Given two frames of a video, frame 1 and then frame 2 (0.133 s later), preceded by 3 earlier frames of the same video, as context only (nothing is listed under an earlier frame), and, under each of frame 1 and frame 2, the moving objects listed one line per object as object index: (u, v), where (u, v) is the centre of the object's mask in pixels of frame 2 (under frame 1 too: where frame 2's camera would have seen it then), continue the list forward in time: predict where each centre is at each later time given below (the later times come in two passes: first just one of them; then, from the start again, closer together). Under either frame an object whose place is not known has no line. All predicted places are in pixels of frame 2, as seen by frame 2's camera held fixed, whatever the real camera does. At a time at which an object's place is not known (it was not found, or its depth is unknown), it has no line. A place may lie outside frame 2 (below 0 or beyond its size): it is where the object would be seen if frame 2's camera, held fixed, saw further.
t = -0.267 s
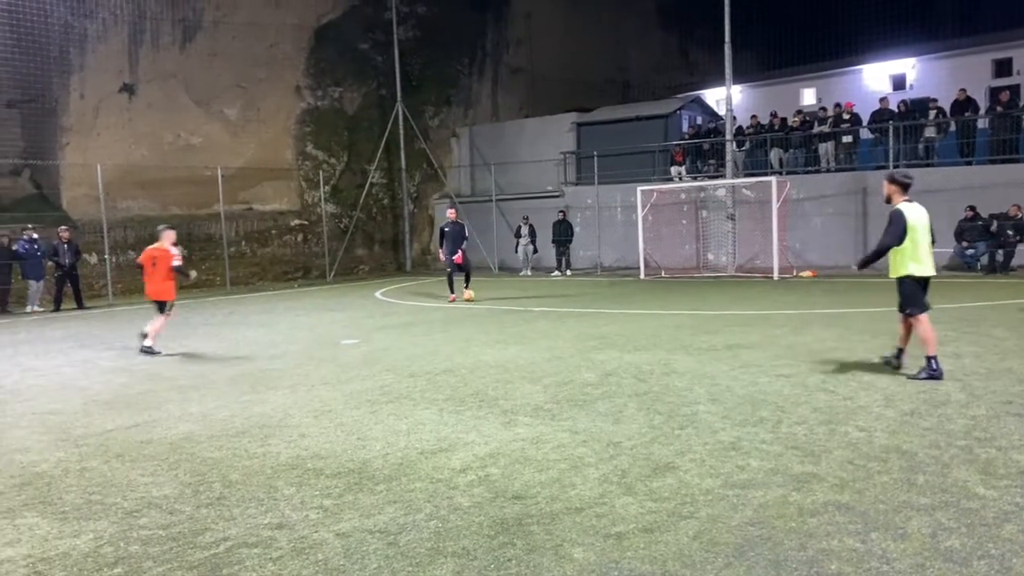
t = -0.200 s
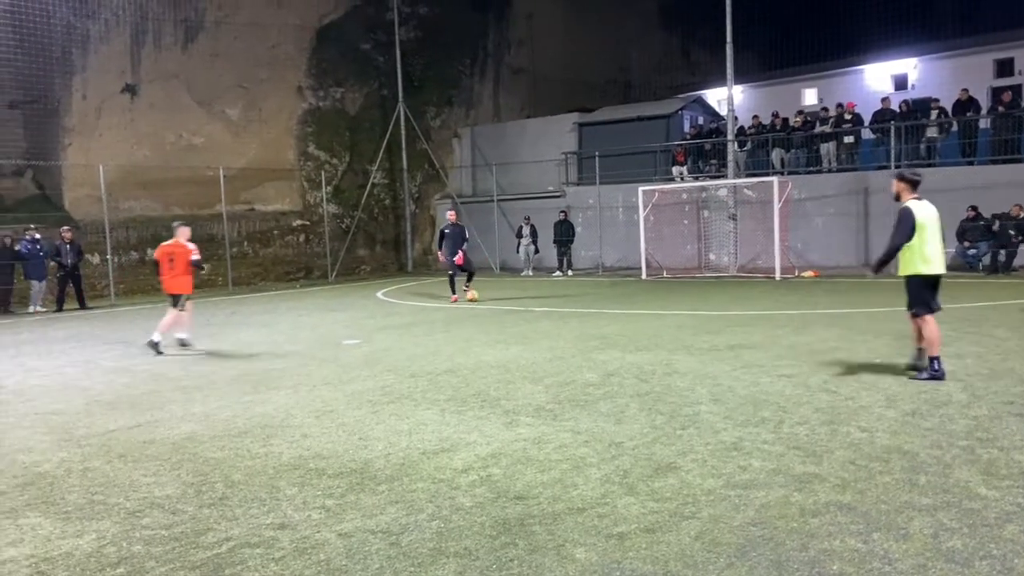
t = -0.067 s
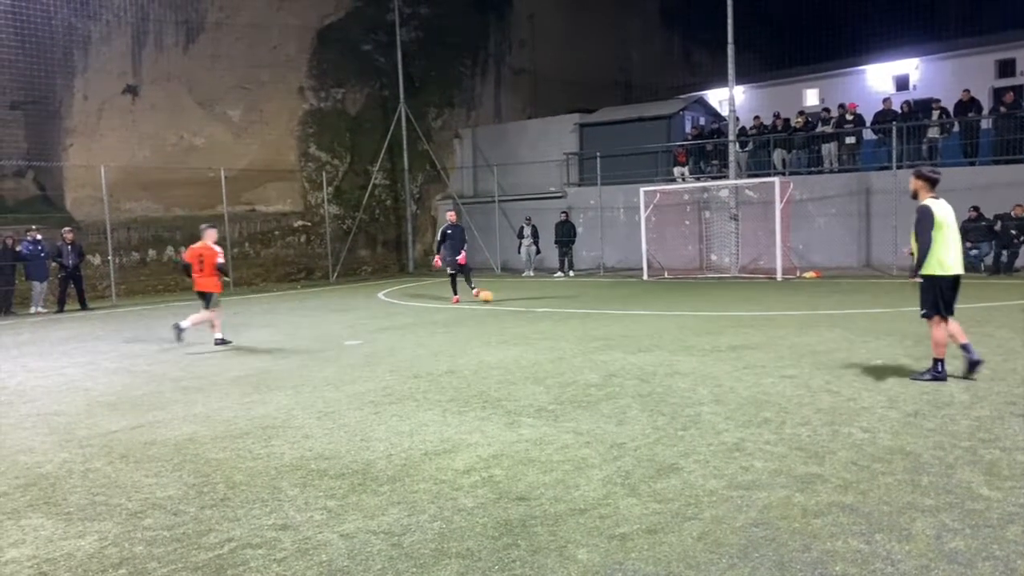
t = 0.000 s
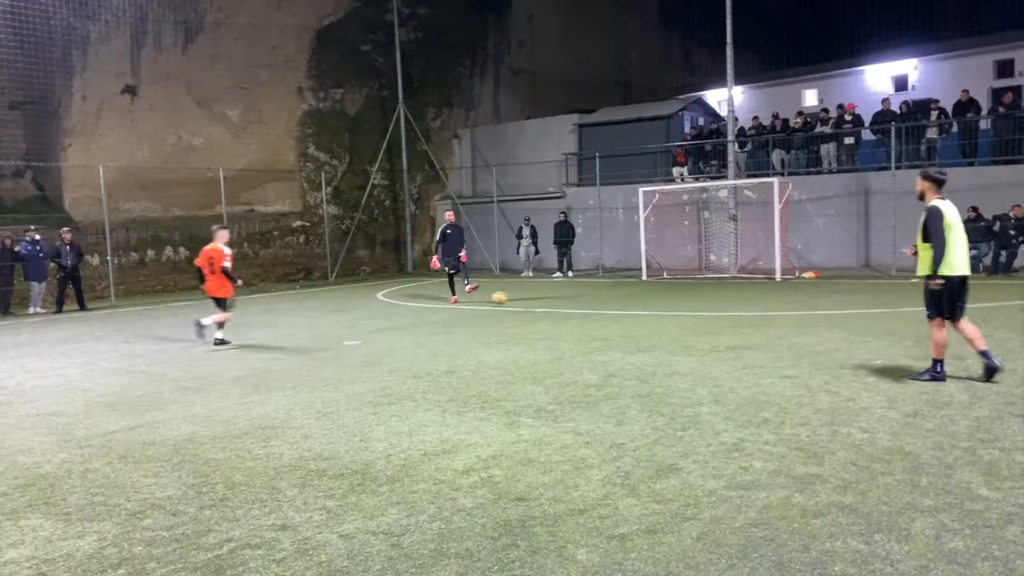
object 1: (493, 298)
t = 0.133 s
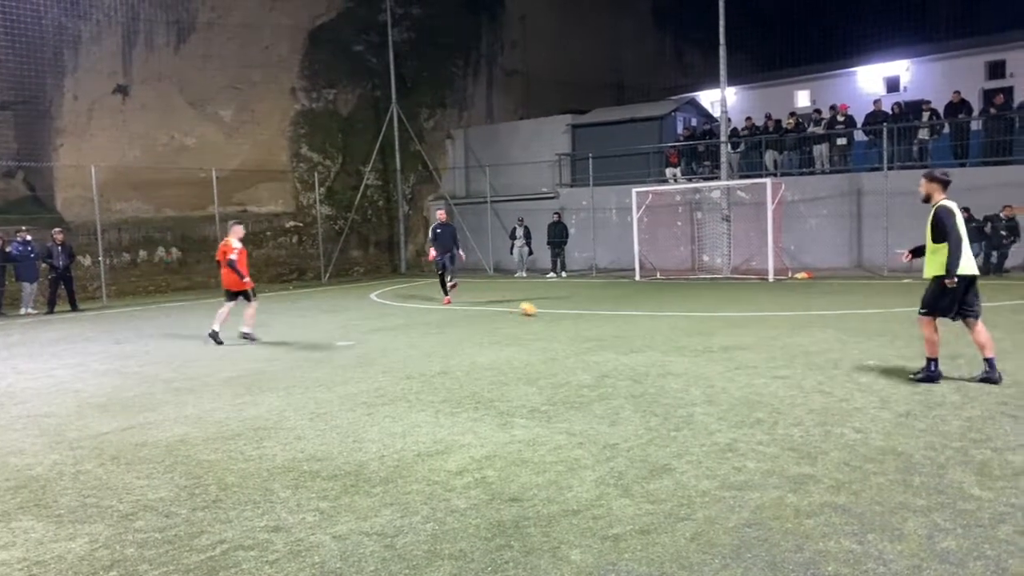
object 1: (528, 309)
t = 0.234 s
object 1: (553, 311)
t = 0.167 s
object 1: (535, 309)
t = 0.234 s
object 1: (553, 311)
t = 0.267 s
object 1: (562, 313)
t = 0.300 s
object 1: (572, 316)
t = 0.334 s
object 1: (581, 319)
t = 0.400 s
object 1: (601, 320)
